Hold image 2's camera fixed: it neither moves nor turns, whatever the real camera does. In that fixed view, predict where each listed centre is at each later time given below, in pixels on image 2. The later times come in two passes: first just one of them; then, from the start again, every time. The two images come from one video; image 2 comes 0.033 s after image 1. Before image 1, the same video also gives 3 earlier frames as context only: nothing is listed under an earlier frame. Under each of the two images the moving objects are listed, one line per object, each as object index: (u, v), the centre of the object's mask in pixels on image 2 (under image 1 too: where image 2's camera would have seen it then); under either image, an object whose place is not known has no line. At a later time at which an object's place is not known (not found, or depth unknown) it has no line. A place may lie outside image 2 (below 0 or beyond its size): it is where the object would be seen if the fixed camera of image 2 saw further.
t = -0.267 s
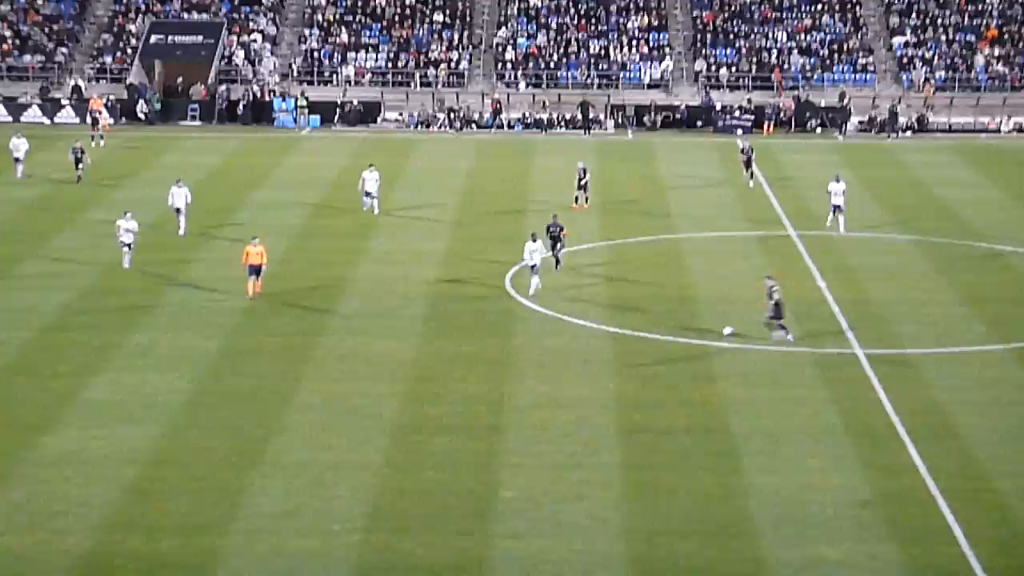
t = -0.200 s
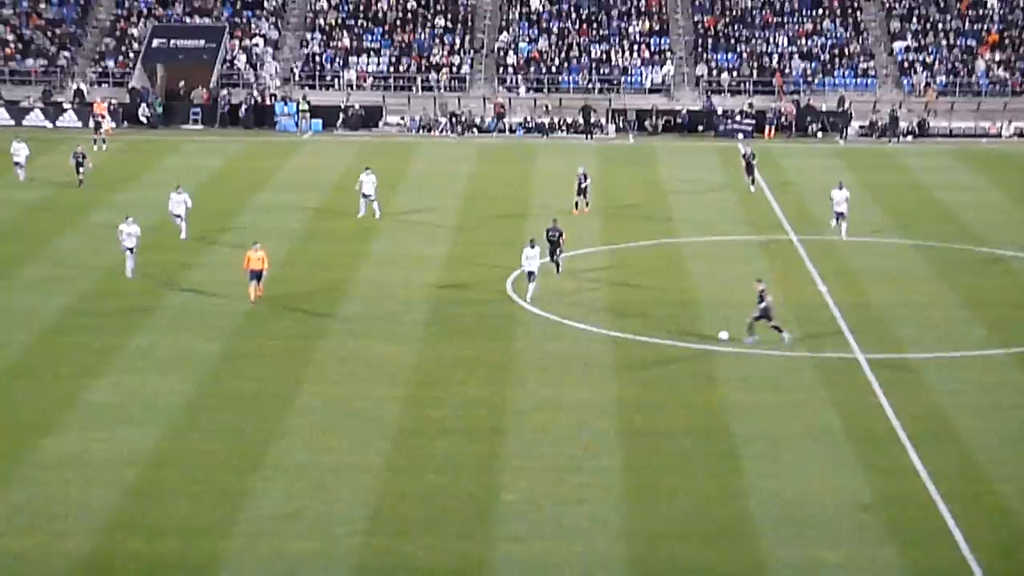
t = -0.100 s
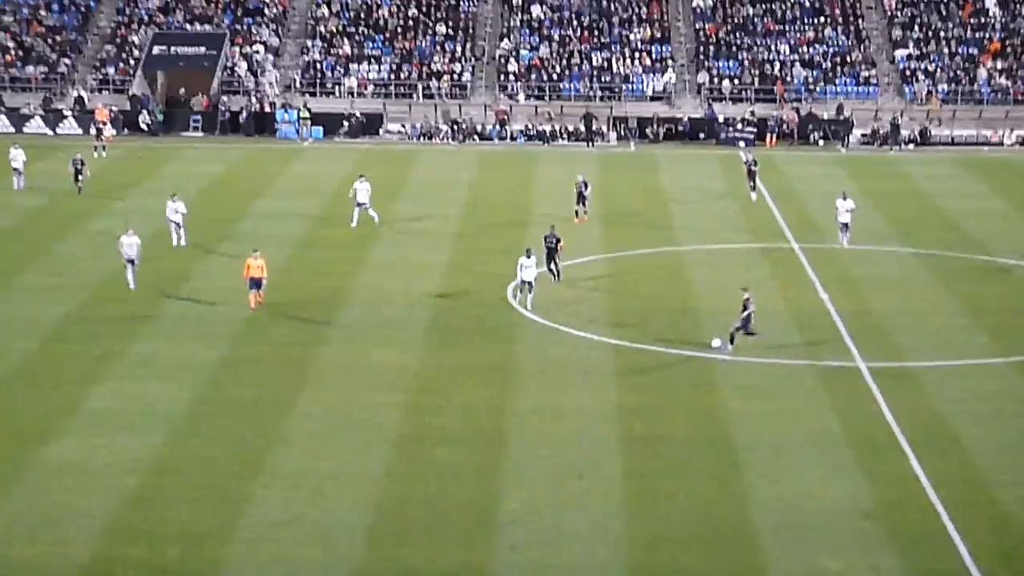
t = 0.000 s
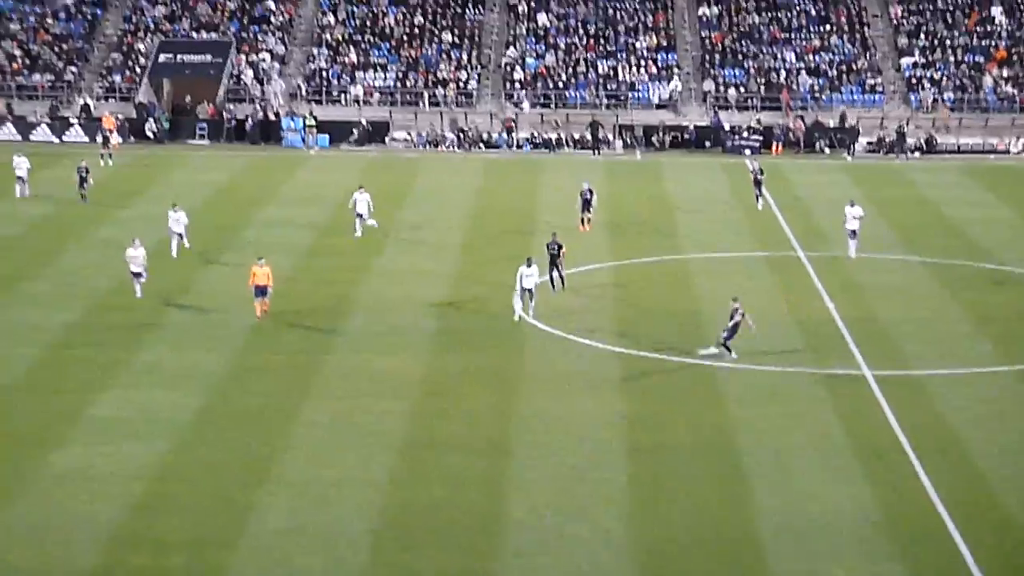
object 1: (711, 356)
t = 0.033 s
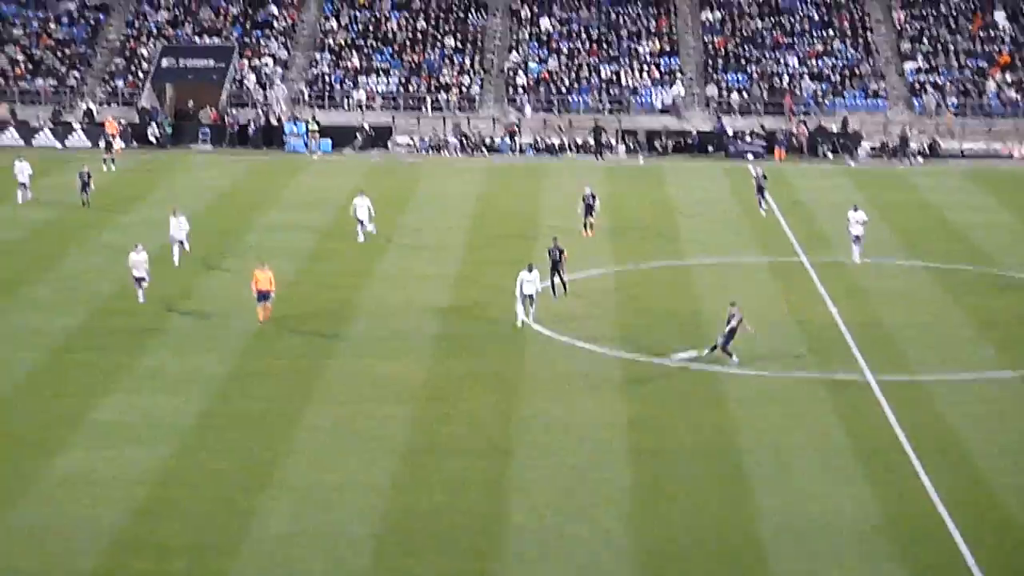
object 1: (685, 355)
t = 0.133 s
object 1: (600, 355)
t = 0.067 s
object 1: (657, 354)
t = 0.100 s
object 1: (629, 355)
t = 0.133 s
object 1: (600, 355)
